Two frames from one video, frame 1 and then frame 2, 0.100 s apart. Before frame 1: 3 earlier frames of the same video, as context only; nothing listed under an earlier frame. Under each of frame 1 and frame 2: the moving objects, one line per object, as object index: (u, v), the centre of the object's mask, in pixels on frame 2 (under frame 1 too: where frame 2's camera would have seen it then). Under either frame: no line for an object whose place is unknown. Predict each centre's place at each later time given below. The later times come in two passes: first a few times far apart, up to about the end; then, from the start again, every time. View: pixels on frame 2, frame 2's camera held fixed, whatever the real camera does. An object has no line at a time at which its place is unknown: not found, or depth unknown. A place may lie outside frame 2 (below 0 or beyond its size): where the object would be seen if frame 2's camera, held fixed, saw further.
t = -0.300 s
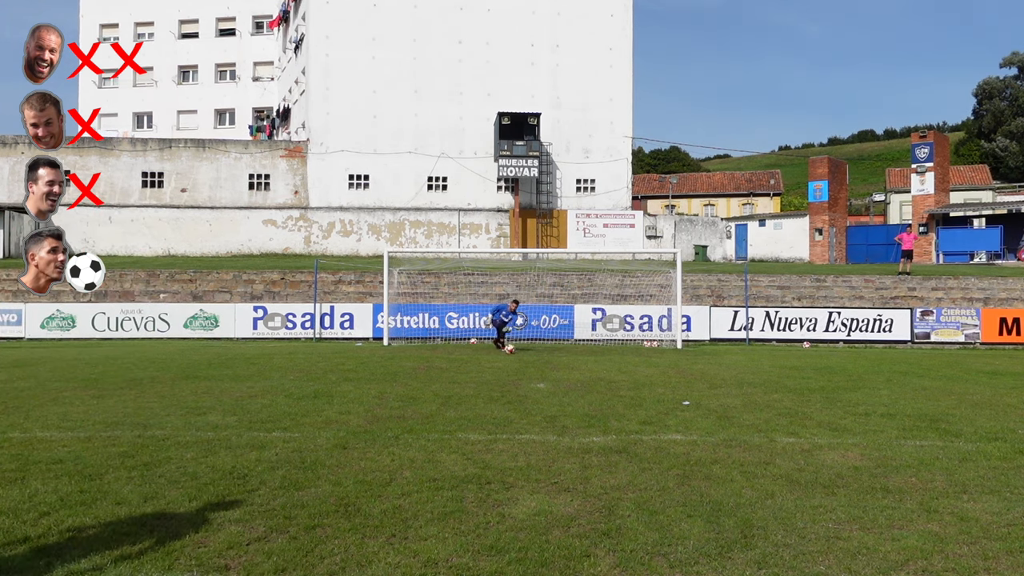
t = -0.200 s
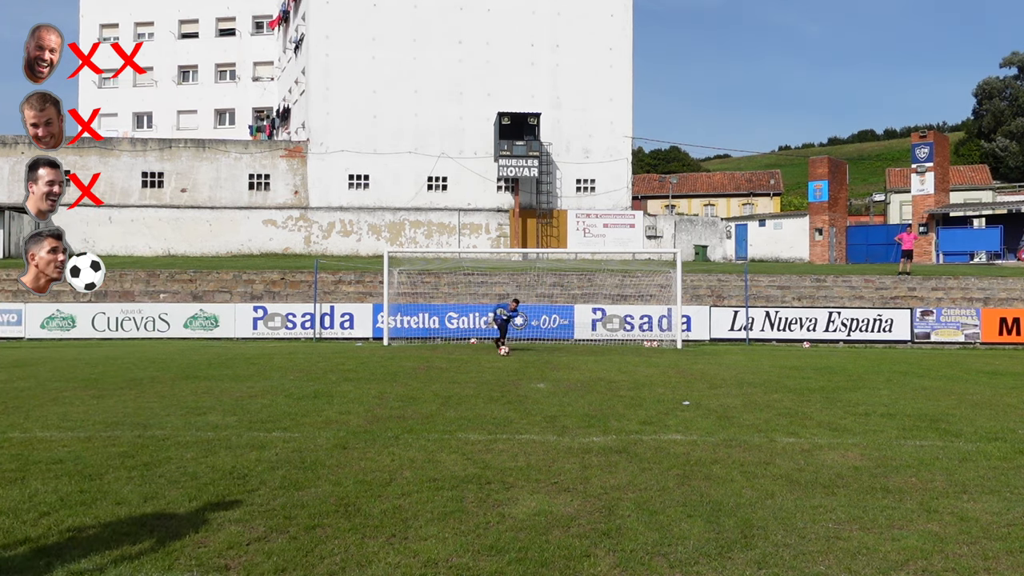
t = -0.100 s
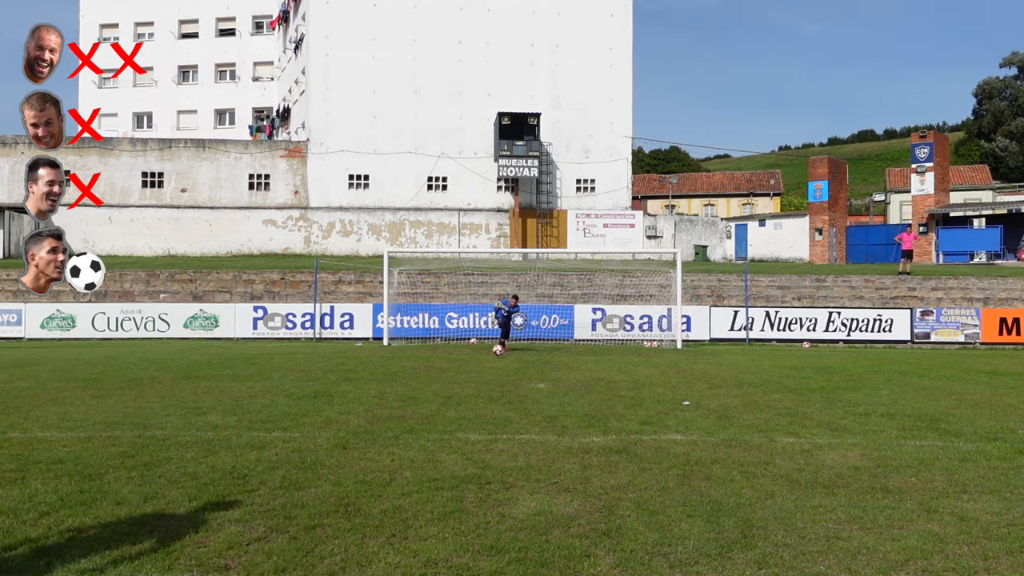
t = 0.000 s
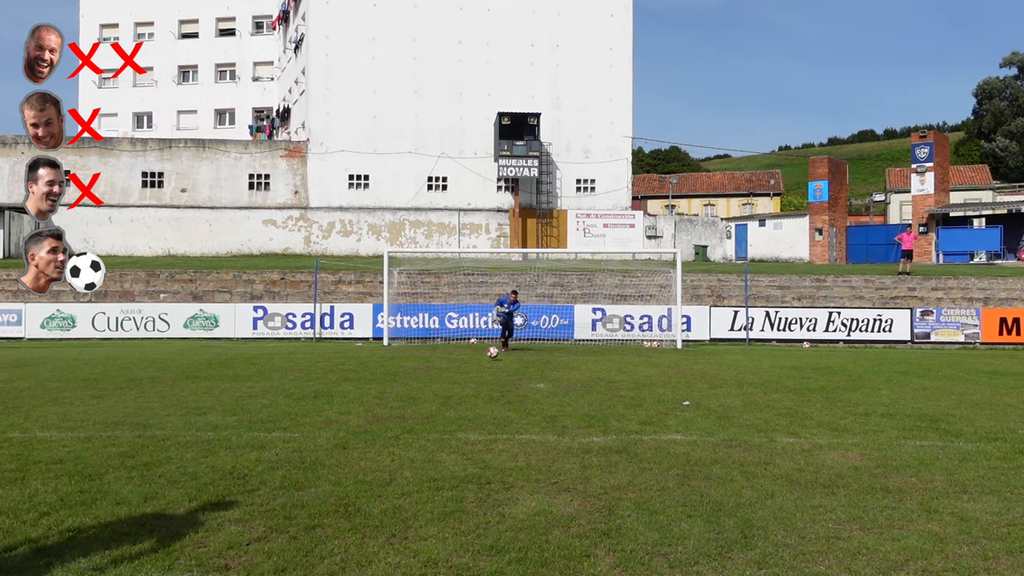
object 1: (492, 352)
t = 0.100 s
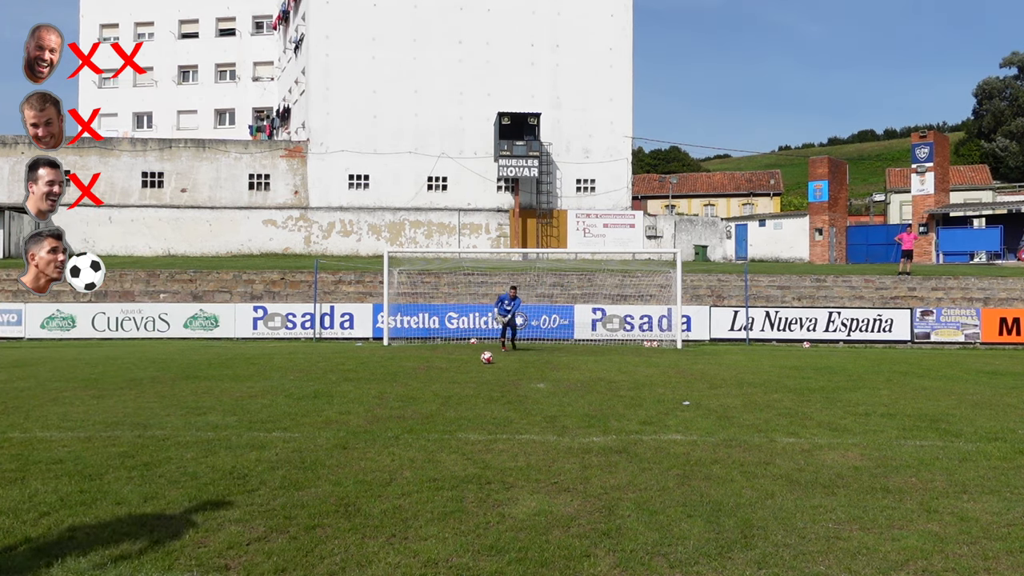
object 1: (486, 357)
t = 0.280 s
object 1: (477, 362)
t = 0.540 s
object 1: (461, 369)
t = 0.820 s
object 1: (442, 378)
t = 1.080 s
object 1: (422, 388)
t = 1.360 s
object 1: (399, 396)
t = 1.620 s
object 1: (374, 414)
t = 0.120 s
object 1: (486, 357)
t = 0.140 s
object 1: (485, 357)
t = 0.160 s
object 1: (484, 358)
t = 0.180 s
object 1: (482, 359)
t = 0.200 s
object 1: (481, 359)
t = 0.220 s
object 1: (480, 361)
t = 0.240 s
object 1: (479, 362)
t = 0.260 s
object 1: (478, 362)
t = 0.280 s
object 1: (477, 362)
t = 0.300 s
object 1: (476, 362)
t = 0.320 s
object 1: (475, 363)
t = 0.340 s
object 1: (473, 363)
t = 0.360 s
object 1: (472, 364)
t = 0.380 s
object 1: (471, 365)
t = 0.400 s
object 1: (470, 366)
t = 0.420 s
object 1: (469, 367)
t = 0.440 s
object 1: (467, 367)
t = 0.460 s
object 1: (466, 367)
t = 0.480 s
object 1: (465, 368)
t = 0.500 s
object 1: (463, 368)
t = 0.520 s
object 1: (462, 369)
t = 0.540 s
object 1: (461, 369)
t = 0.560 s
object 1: (460, 370)
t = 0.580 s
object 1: (458, 371)
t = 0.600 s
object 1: (457, 371)
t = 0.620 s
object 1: (456, 372)
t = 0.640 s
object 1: (455, 372)
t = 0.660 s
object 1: (453, 373)
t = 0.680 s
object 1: (452, 374)
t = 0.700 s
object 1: (451, 375)
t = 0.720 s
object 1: (449, 376)
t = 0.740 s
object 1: (448, 376)
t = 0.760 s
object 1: (447, 377)
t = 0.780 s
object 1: (445, 377)
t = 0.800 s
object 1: (444, 377)
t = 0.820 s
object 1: (442, 378)
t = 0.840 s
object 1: (441, 379)
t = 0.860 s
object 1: (440, 380)
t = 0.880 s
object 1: (438, 381)
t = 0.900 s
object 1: (437, 382)
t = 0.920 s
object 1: (435, 382)
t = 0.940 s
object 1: (433, 383)
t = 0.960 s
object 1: (432, 384)
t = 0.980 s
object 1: (431, 384)
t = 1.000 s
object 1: (429, 385)
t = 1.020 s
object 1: (427, 385)
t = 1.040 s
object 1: (426, 386)
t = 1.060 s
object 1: (424, 387)
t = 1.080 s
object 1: (422, 388)
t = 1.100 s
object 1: (421, 388)
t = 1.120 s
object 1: (419, 388)
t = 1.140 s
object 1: (418, 389)
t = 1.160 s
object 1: (416, 389)
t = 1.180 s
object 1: (414, 390)
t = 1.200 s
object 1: (413, 392)
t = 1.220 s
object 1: (412, 394)
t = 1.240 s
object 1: (409, 393)
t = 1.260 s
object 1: (408, 393)
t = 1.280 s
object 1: (406, 393)
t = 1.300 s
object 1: (405, 393)
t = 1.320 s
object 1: (403, 394)
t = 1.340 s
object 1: (401, 395)
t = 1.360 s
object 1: (399, 396)
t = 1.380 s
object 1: (397, 398)
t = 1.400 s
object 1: (396, 401)
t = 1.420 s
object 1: (394, 403)
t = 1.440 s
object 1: (392, 405)
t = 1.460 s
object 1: (390, 405)
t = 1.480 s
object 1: (388, 405)
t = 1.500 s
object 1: (386, 406)
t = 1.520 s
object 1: (384, 407)
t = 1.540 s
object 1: (382, 409)
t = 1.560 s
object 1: (380, 411)
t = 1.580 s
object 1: (378, 413)
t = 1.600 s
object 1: (376, 414)
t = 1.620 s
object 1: (374, 414)
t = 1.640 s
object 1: (372, 416)
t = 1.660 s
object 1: (370, 417)
